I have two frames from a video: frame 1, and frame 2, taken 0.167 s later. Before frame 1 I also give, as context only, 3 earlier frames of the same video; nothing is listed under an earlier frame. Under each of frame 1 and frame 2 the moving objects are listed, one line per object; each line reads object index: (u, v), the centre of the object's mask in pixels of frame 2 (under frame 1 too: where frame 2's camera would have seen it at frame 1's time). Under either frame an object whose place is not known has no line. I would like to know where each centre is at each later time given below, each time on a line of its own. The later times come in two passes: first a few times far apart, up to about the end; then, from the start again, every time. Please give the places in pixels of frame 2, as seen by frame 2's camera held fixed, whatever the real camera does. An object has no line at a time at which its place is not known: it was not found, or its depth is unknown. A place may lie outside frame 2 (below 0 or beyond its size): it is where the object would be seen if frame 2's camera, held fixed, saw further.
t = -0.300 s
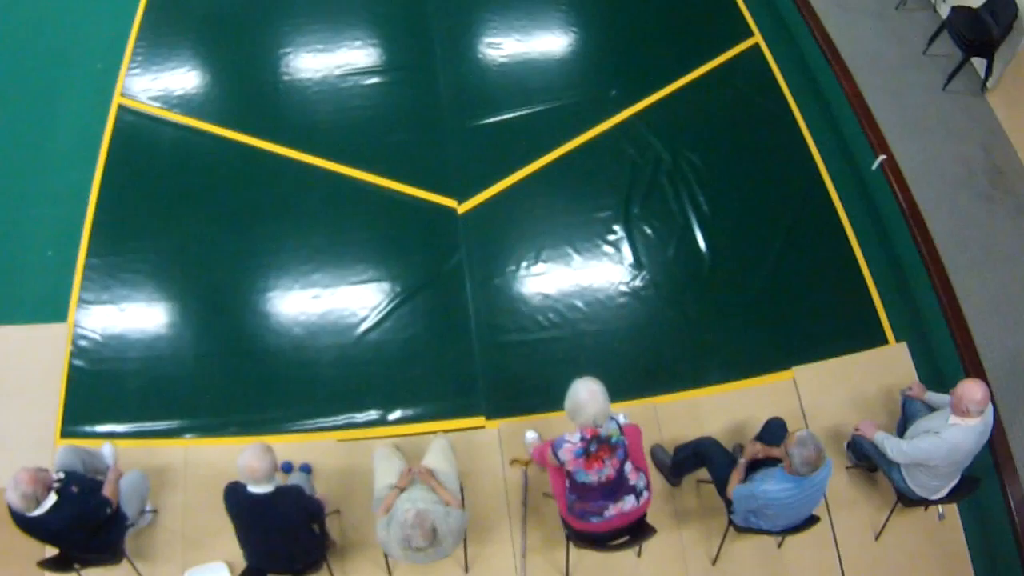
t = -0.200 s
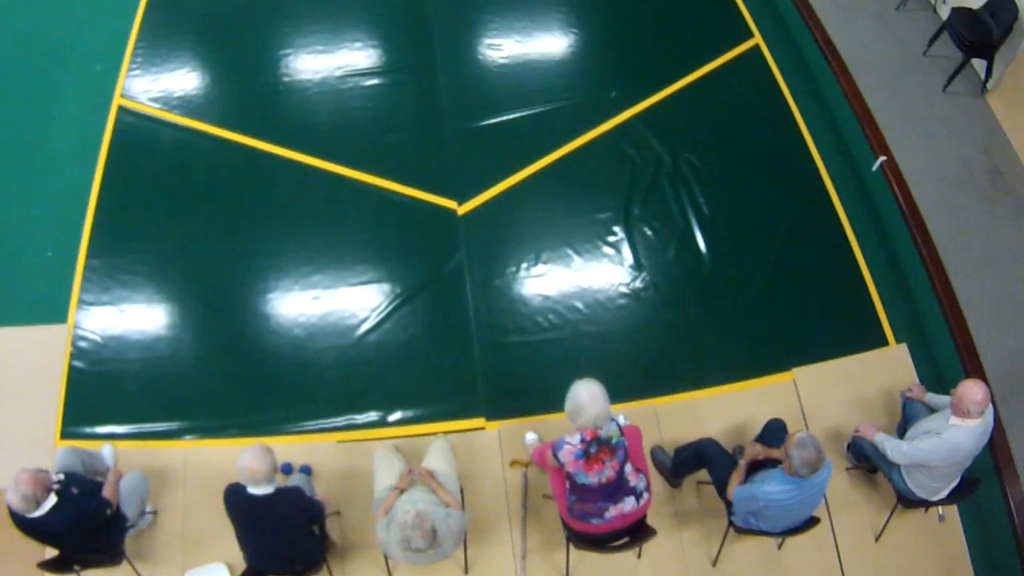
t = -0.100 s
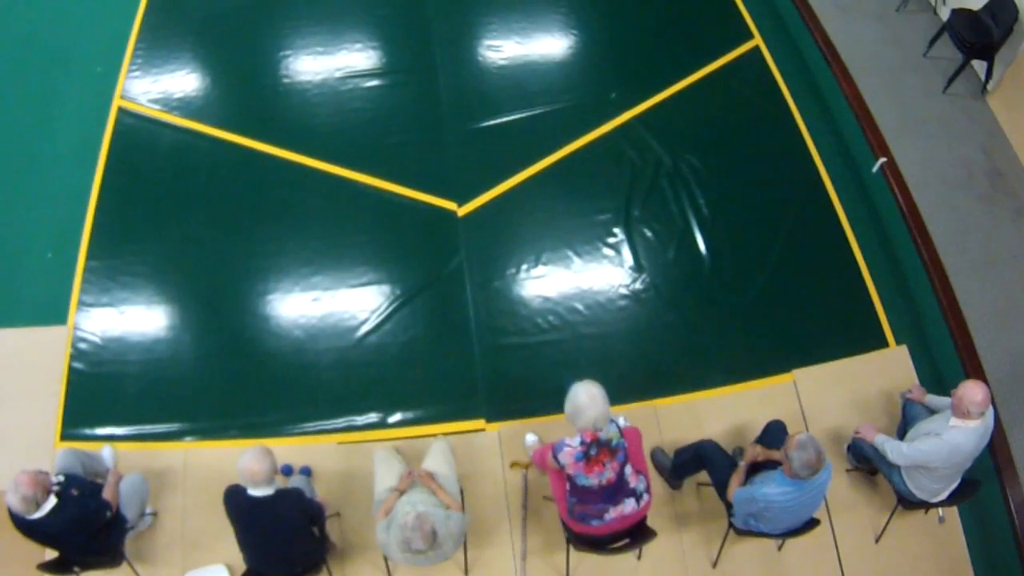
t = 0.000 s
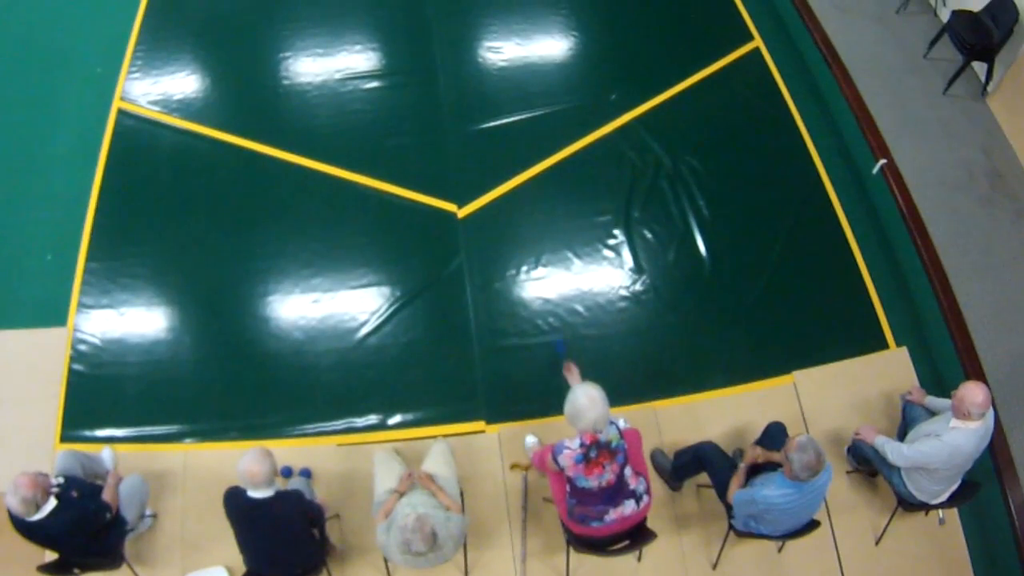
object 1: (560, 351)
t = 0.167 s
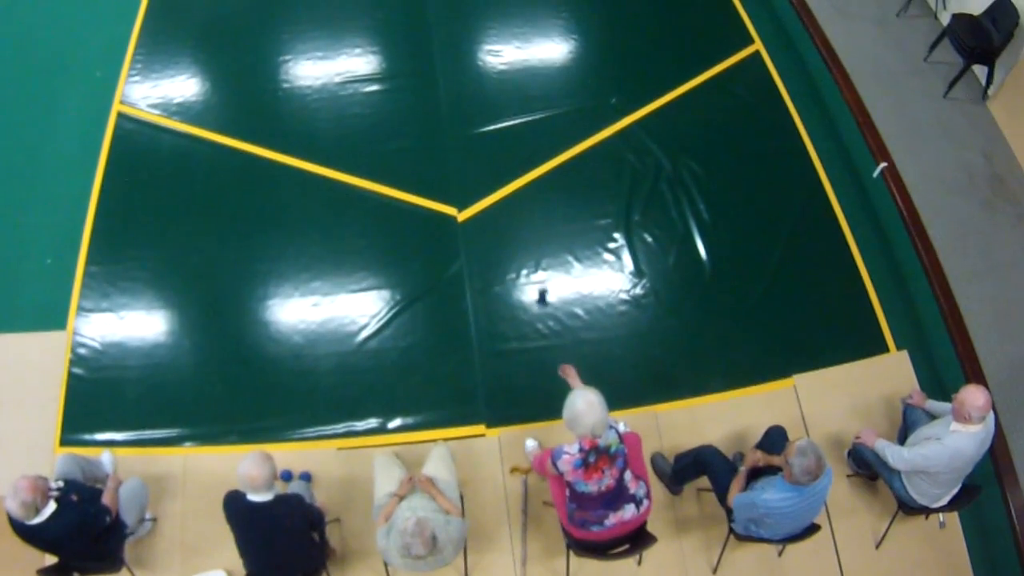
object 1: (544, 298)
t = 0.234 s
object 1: (538, 275)
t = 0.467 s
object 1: (523, 215)
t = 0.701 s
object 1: (510, 162)
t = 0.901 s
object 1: (500, 126)
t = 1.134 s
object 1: (491, 91)
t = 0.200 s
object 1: (540, 286)
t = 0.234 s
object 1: (538, 275)
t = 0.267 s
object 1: (535, 268)
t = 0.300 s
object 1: (533, 260)
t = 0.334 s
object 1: (531, 248)
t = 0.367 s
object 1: (529, 240)
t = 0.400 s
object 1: (527, 232)
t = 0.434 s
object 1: (526, 224)
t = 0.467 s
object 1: (523, 215)
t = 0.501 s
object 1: (521, 207)
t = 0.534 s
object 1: (519, 200)
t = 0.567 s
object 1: (517, 192)
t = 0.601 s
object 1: (515, 181)
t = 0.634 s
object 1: (513, 174)
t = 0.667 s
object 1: (511, 169)
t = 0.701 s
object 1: (510, 162)
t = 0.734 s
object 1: (508, 156)
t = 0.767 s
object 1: (506, 150)
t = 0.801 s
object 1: (505, 143)
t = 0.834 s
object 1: (504, 139)
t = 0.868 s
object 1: (501, 132)
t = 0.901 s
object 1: (500, 126)
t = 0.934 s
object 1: (499, 119)
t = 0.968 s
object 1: (497, 114)
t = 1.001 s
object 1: (496, 109)
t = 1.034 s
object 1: (495, 105)
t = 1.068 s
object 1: (493, 101)
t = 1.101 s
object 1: (492, 96)
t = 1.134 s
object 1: (491, 91)
